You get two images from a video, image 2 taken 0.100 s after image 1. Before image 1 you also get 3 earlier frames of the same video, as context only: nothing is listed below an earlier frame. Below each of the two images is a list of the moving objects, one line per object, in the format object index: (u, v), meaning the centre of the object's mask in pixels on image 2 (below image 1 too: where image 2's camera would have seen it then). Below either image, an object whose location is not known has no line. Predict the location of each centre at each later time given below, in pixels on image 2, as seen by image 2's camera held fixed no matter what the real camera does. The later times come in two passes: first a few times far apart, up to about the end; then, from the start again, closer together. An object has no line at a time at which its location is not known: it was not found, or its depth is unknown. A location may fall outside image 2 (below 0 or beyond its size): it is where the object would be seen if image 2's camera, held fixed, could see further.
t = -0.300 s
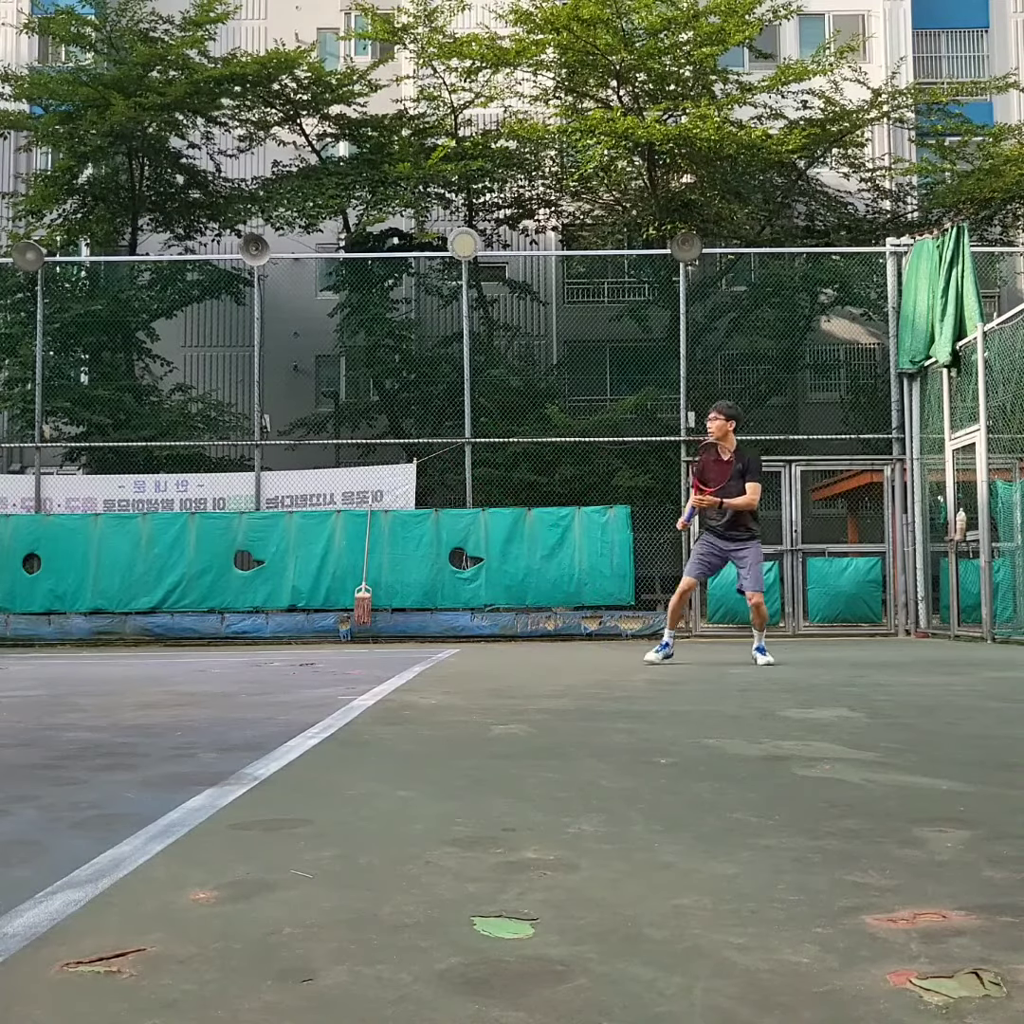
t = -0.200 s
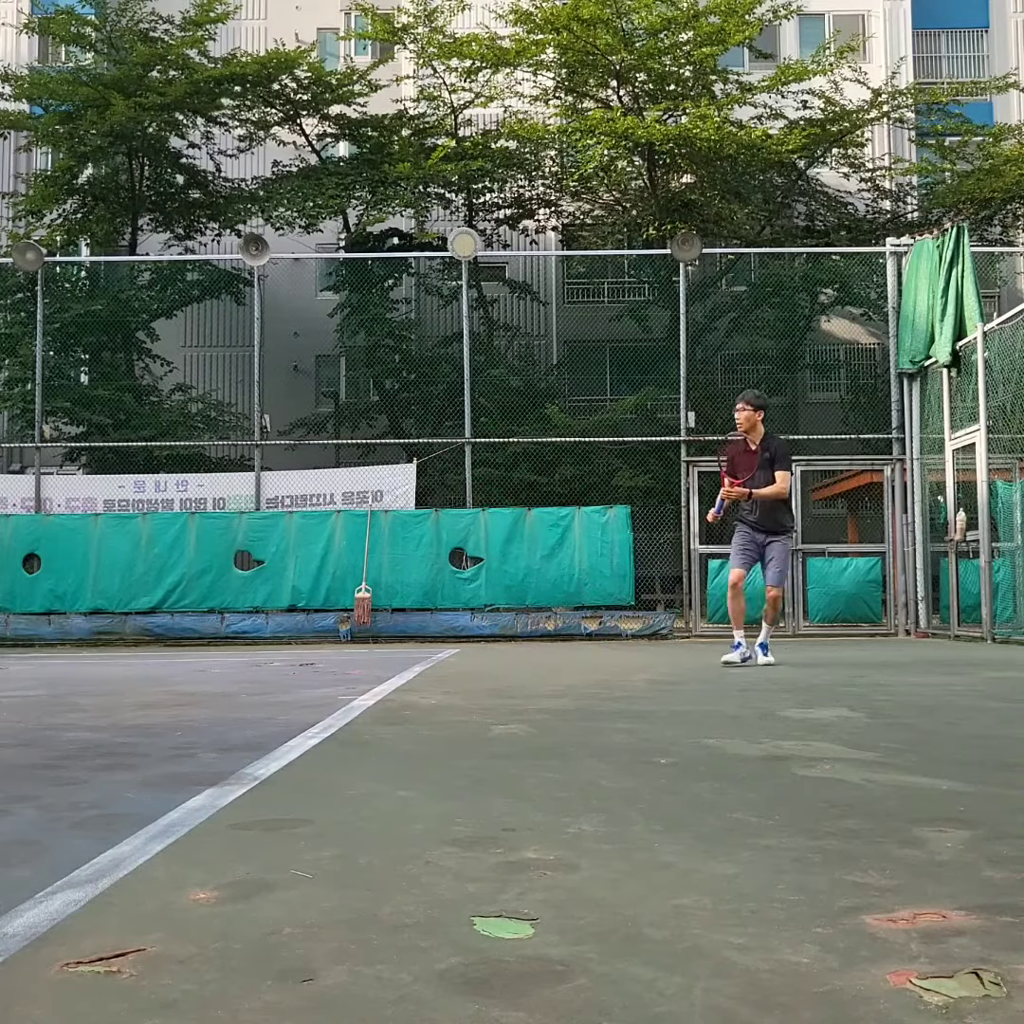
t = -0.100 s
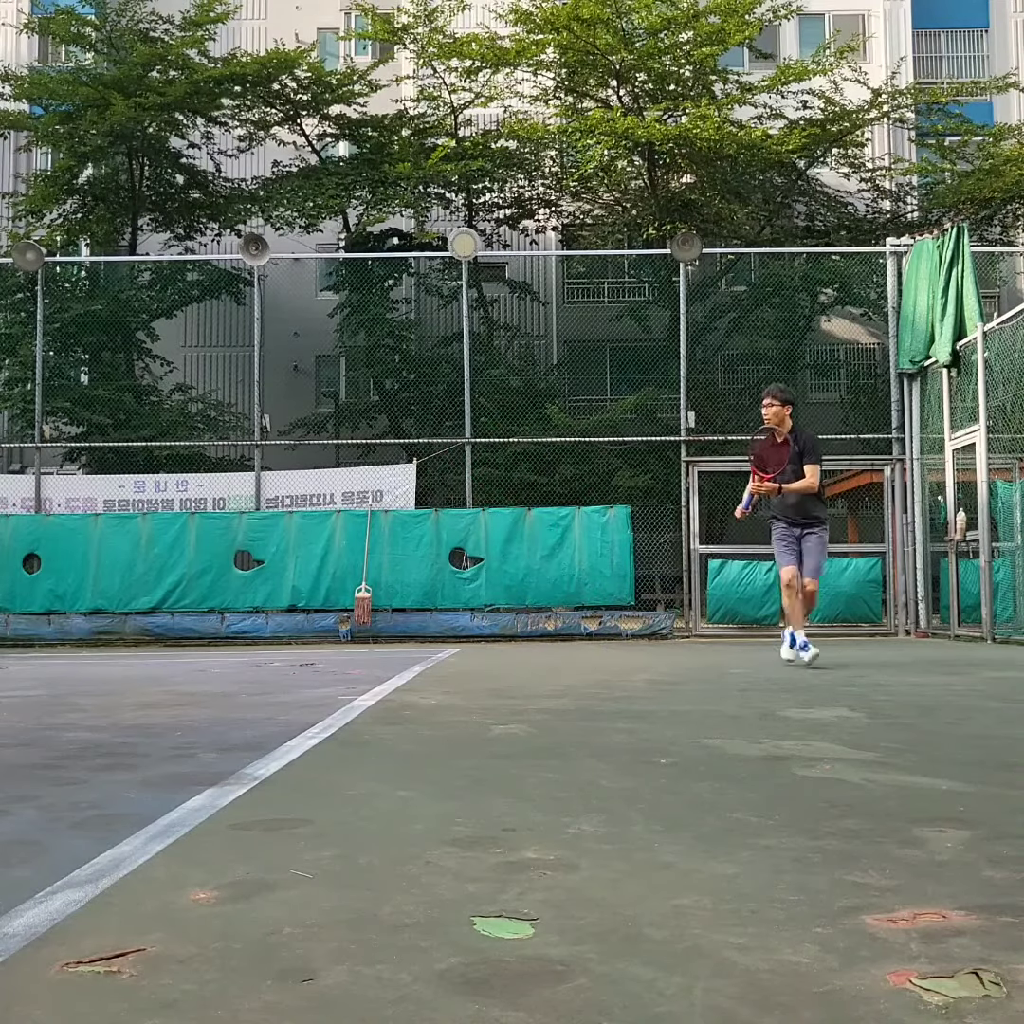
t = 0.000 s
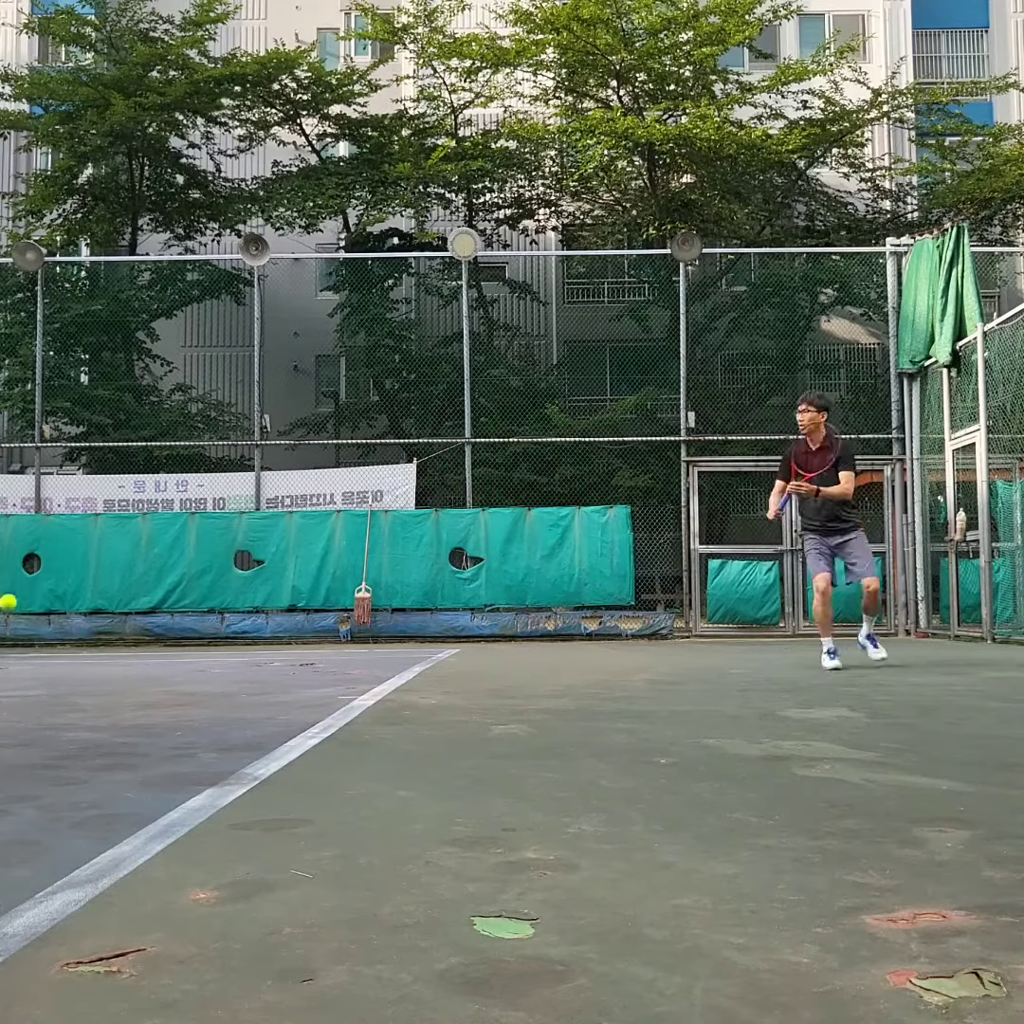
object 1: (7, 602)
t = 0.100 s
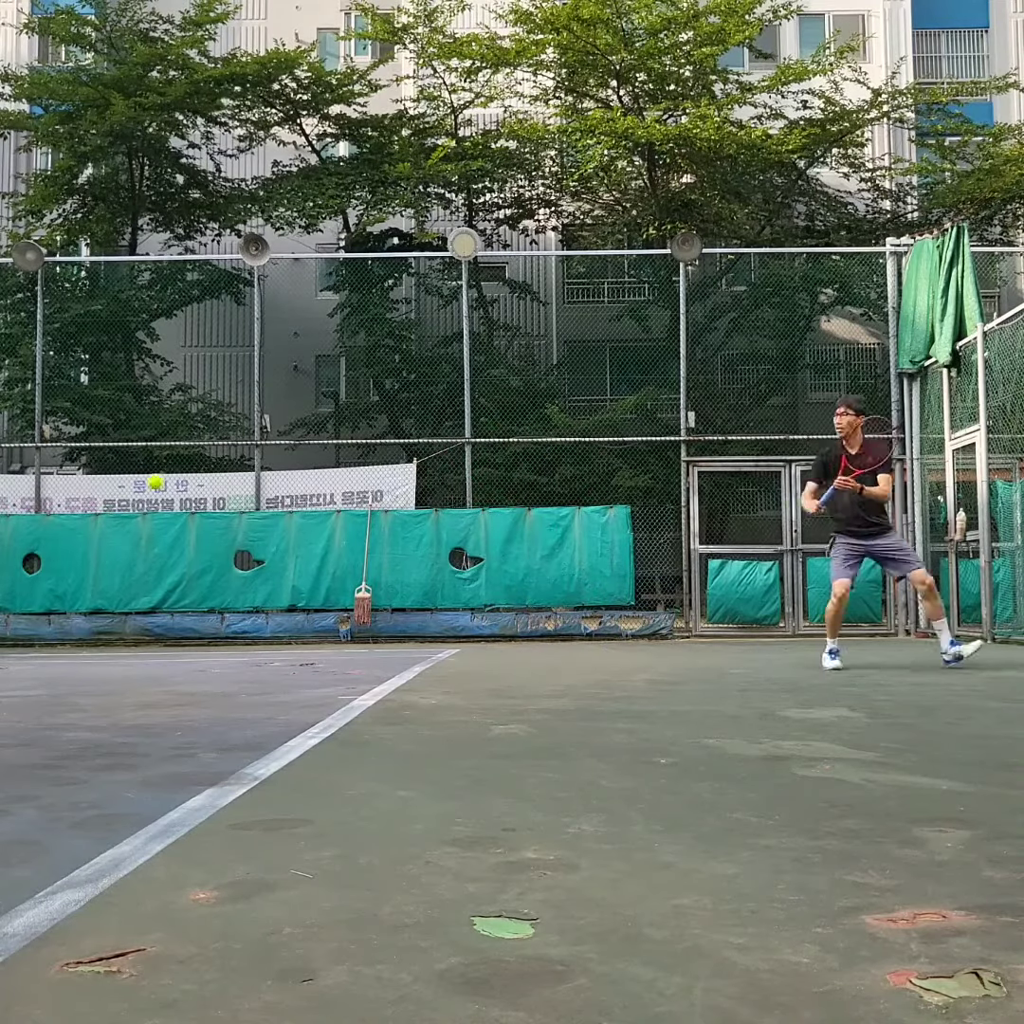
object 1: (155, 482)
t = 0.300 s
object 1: (431, 325)
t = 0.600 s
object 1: (806, 265)
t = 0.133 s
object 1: (203, 448)
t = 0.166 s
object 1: (250, 418)
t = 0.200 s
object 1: (297, 389)
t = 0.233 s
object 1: (342, 365)
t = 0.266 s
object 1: (387, 343)
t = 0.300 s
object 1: (431, 325)
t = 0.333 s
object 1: (475, 308)
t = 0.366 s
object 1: (518, 294)
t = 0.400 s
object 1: (560, 283)
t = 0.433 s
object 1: (603, 274)
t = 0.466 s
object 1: (644, 267)
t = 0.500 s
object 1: (686, 264)
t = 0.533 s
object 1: (727, 262)
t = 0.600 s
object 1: (806, 265)
